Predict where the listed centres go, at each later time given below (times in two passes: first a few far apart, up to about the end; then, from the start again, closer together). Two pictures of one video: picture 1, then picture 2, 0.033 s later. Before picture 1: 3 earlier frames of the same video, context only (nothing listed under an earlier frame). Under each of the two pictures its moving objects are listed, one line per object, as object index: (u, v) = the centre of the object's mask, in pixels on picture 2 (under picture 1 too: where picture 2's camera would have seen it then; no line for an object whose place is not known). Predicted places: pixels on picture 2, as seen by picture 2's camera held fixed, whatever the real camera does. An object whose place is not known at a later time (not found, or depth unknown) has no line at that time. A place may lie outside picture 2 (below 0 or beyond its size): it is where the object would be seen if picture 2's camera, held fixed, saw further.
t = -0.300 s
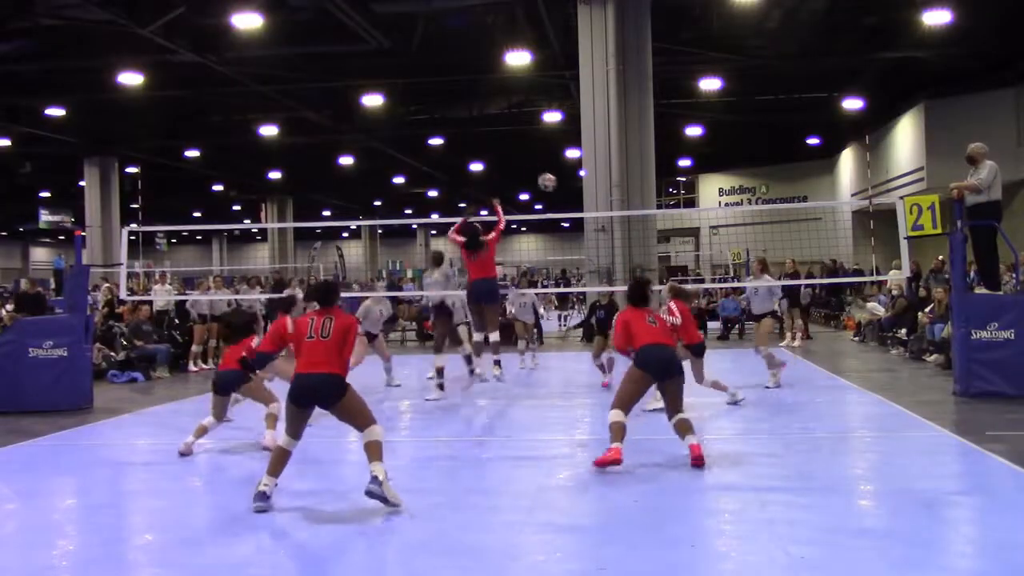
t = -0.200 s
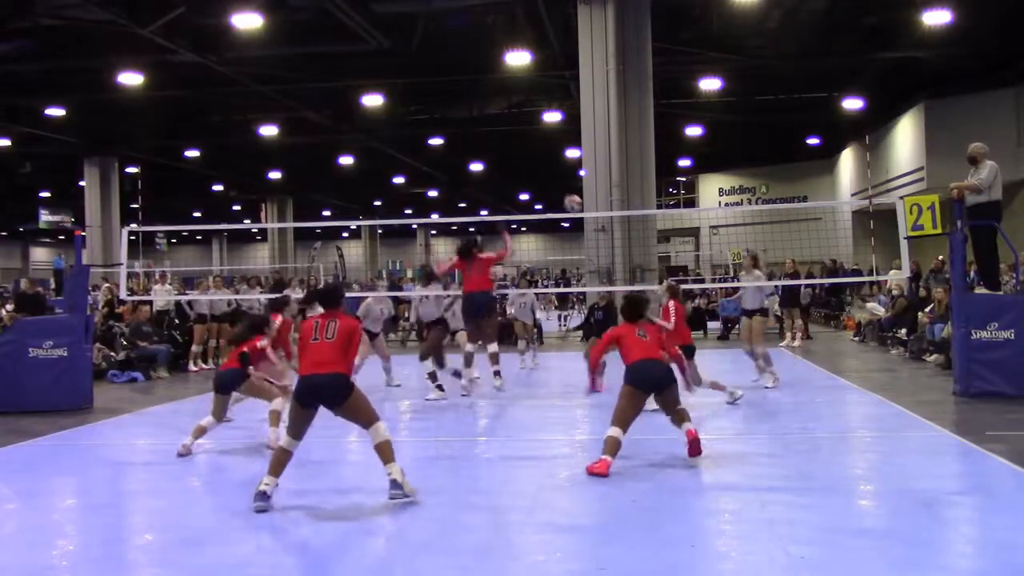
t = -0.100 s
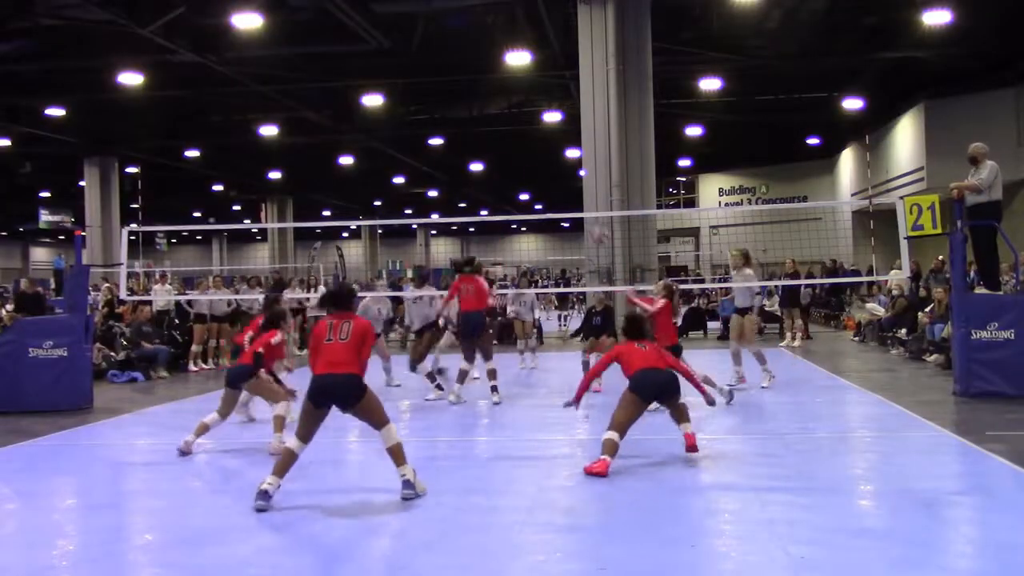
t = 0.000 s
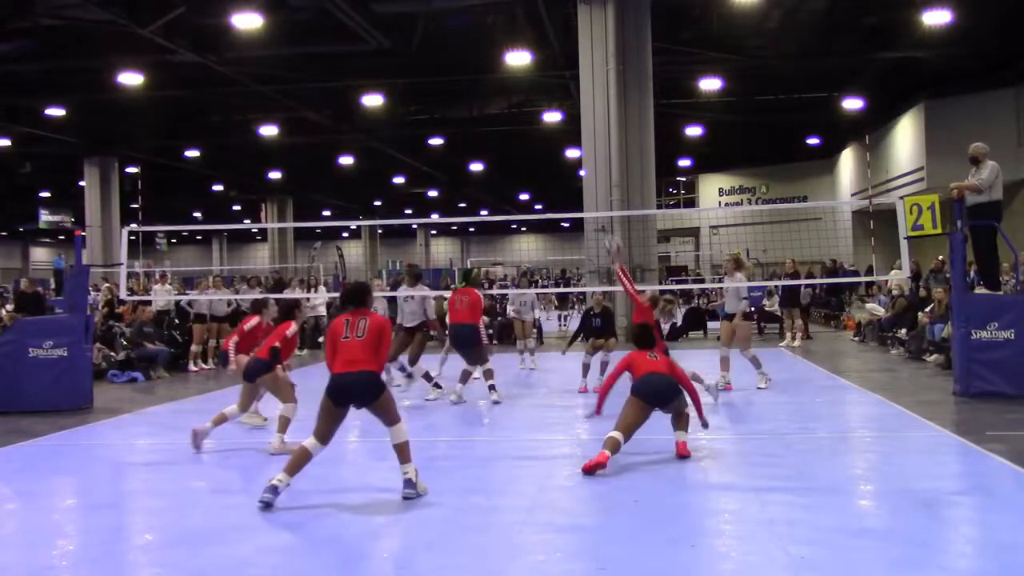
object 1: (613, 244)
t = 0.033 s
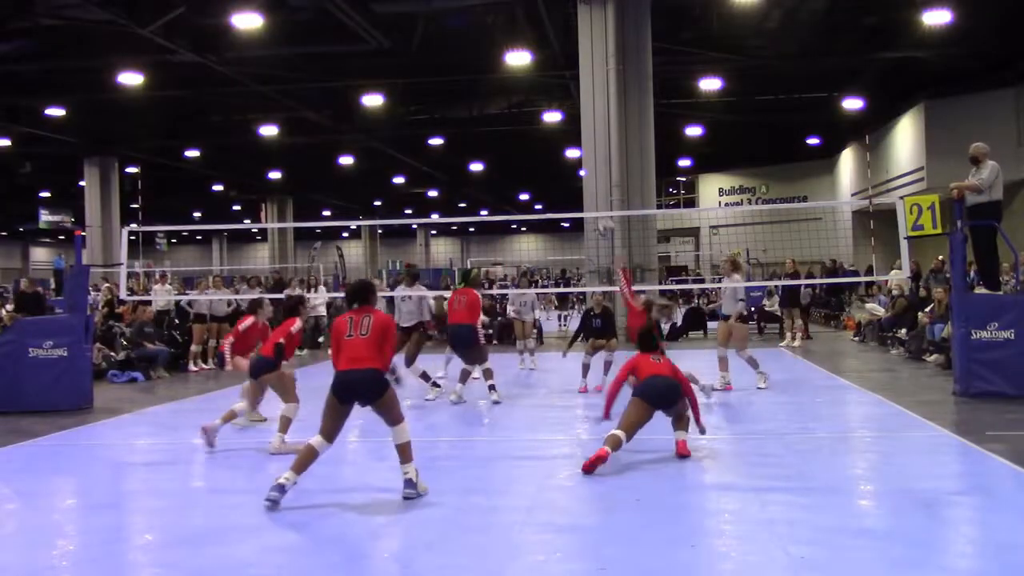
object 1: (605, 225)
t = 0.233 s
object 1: (561, 139)
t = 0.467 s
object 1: (505, 77)
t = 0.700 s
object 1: (446, 65)
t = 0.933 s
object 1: (384, 115)
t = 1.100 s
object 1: (336, 194)
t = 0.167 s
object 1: (574, 168)
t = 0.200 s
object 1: (568, 154)
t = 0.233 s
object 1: (561, 139)
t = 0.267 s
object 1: (553, 130)
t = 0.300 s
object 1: (544, 117)
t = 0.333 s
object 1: (536, 106)
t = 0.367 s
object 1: (529, 98)
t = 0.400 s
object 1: (521, 90)
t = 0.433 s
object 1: (513, 83)
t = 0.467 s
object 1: (505, 77)
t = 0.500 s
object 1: (497, 71)
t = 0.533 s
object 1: (488, 68)
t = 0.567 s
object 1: (480, 65)
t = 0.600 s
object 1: (472, 63)
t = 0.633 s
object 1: (462, 62)
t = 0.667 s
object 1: (454, 62)
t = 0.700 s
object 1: (446, 65)
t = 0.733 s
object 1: (437, 68)
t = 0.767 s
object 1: (428, 72)
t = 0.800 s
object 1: (419, 78)
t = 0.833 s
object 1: (410, 85)
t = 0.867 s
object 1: (401, 93)
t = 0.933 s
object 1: (384, 115)
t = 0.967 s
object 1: (374, 128)
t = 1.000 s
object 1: (365, 141)
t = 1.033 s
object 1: (357, 156)
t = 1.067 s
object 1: (346, 176)
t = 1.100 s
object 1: (336, 194)
